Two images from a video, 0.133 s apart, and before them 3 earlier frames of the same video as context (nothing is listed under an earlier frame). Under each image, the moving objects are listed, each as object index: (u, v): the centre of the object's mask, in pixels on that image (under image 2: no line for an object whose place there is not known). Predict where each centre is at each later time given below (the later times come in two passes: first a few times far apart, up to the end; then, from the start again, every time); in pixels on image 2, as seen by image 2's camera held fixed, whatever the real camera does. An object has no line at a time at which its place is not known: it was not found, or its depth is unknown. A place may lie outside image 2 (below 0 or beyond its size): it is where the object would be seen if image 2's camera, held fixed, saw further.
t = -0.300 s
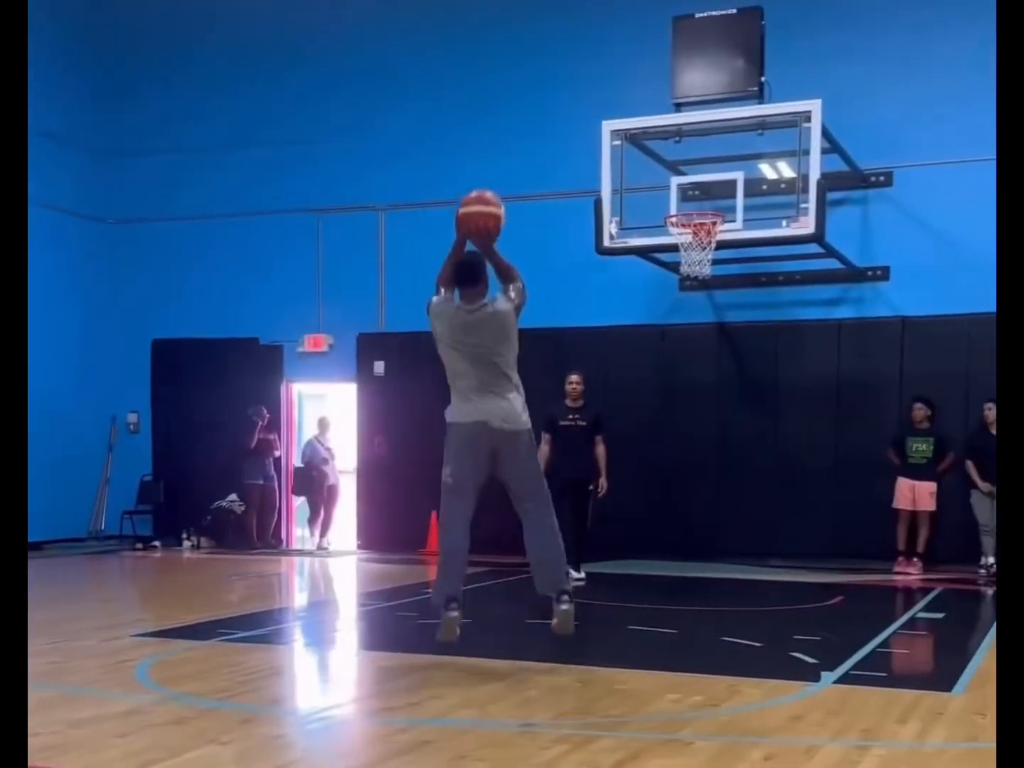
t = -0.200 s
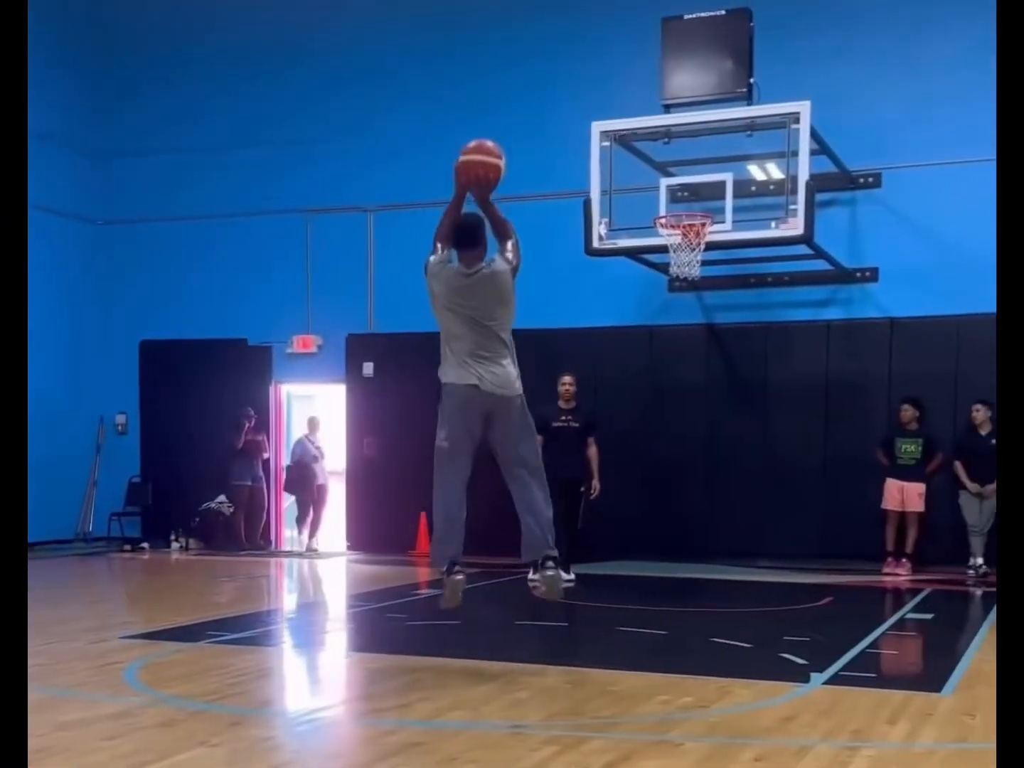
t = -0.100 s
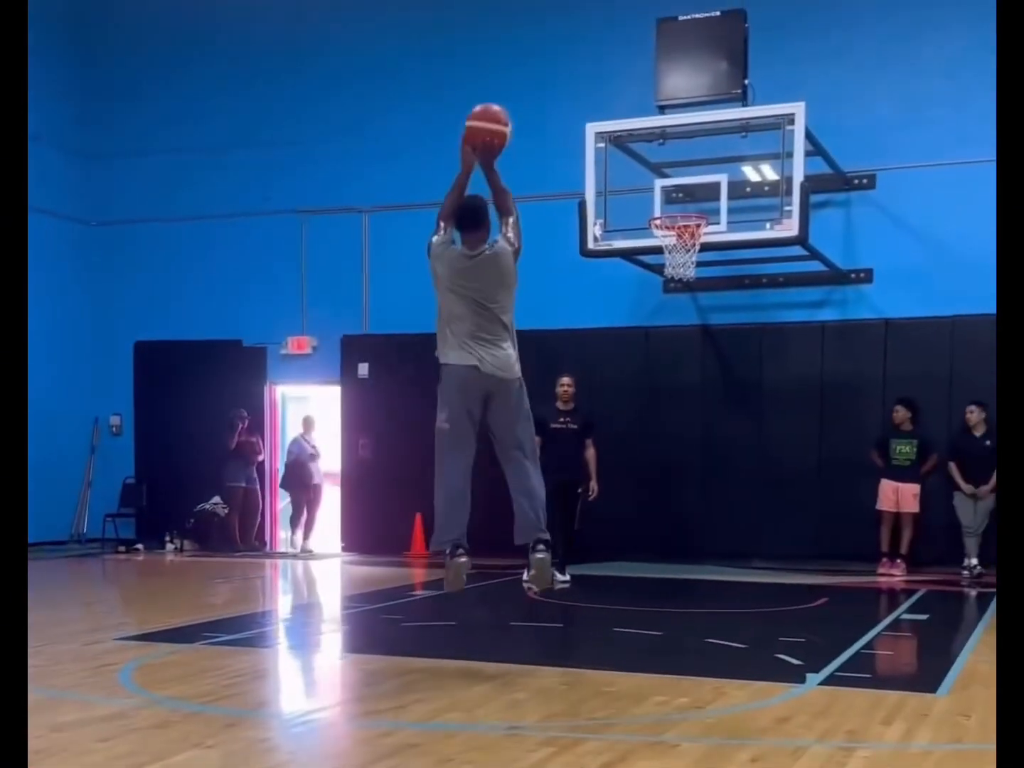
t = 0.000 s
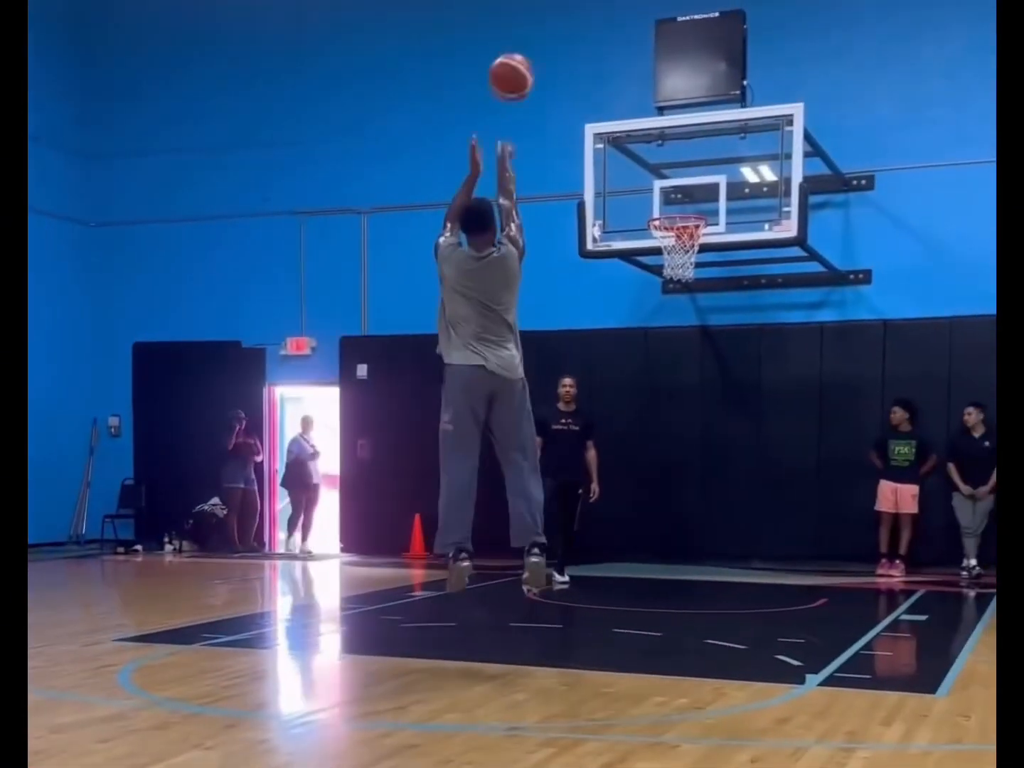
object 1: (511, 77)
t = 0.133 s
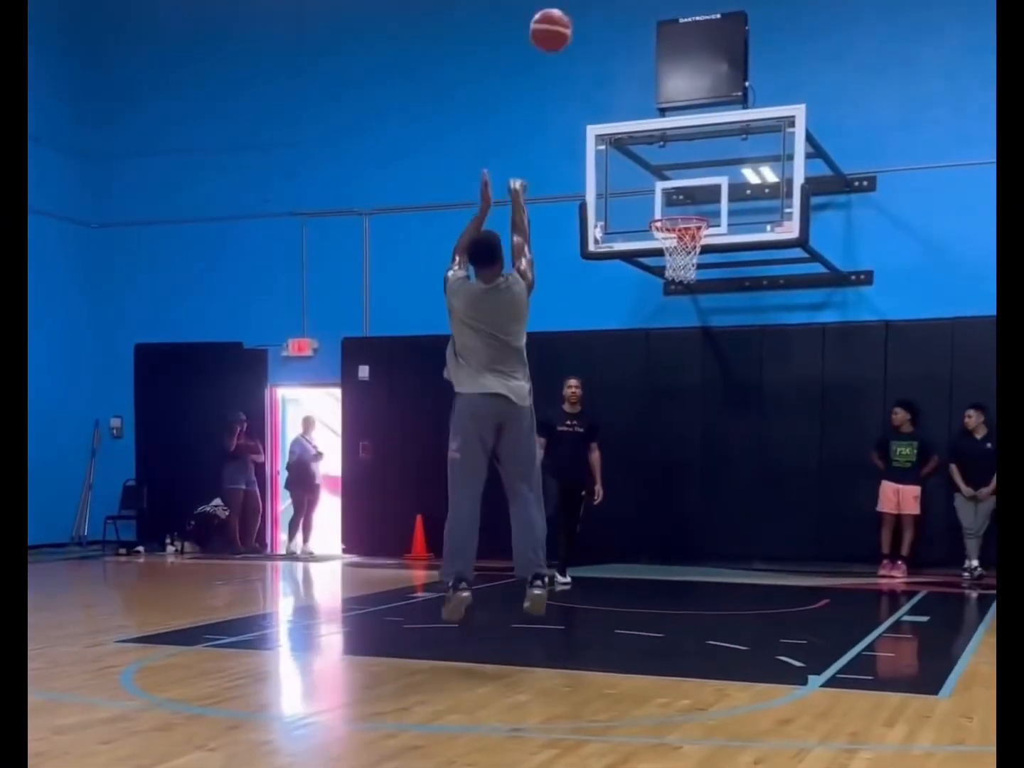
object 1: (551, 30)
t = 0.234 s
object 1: (575, 18)
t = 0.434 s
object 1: (618, 36)
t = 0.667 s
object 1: (655, 121)
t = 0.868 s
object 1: (681, 231)
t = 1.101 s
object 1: (676, 274)
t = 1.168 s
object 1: (674, 294)
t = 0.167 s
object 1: (559, 24)
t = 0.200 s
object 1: (568, 20)
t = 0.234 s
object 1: (575, 18)
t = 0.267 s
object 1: (583, 18)
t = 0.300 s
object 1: (591, 18)
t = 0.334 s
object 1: (598, 19)
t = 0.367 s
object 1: (605, 24)
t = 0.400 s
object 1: (611, 29)
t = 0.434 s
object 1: (618, 36)
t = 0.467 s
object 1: (624, 45)
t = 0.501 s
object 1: (630, 55)
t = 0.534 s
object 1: (635, 66)
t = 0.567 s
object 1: (641, 78)
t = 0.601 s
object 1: (647, 92)
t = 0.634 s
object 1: (651, 105)
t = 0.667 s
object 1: (655, 121)
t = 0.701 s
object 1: (661, 137)
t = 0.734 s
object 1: (666, 153)
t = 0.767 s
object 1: (669, 172)
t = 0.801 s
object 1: (676, 192)
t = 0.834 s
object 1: (680, 205)
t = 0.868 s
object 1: (681, 231)
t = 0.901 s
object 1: (682, 234)
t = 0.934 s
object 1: (680, 251)
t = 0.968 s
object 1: (682, 255)
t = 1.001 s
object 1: (678, 257)
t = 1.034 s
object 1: (678, 262)
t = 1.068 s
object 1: (677, 267)
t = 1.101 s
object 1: (676, 274)
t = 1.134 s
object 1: (675, 284)
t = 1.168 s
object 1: (674, 294)
